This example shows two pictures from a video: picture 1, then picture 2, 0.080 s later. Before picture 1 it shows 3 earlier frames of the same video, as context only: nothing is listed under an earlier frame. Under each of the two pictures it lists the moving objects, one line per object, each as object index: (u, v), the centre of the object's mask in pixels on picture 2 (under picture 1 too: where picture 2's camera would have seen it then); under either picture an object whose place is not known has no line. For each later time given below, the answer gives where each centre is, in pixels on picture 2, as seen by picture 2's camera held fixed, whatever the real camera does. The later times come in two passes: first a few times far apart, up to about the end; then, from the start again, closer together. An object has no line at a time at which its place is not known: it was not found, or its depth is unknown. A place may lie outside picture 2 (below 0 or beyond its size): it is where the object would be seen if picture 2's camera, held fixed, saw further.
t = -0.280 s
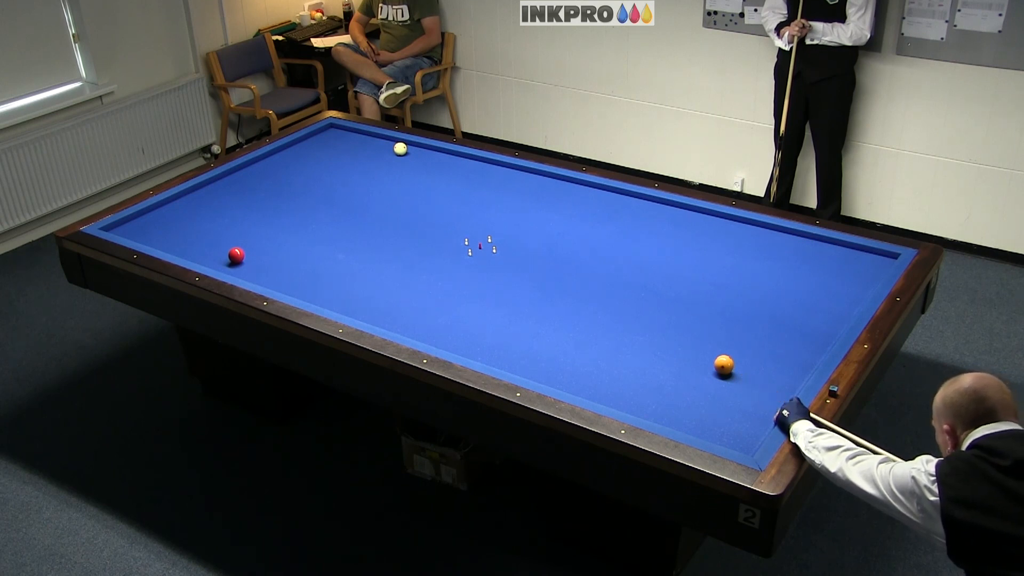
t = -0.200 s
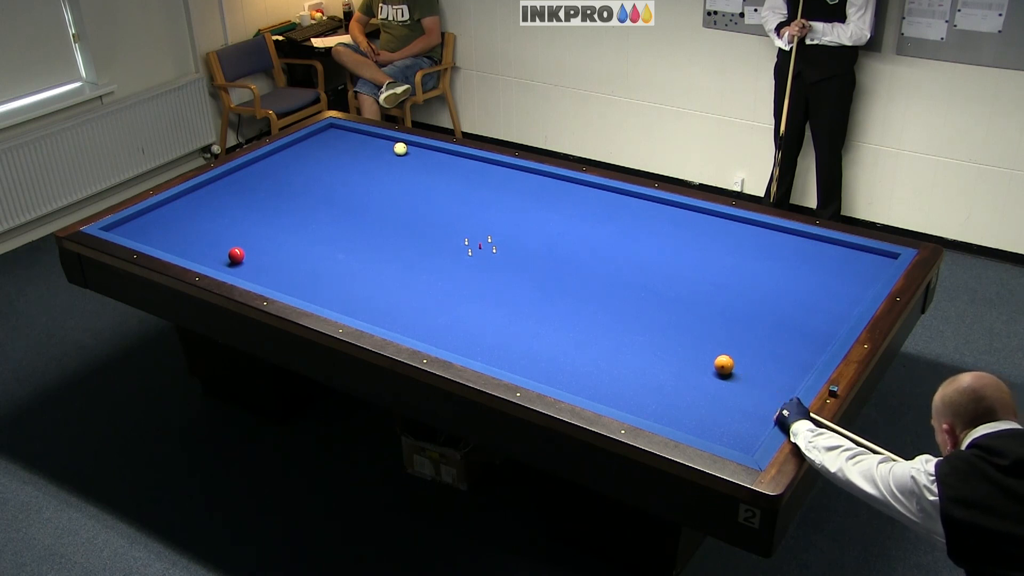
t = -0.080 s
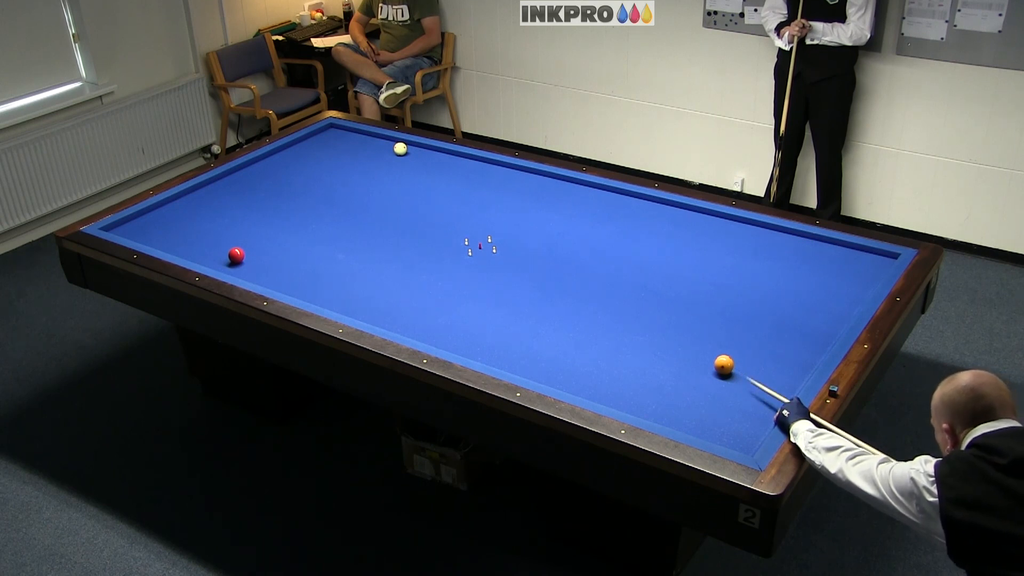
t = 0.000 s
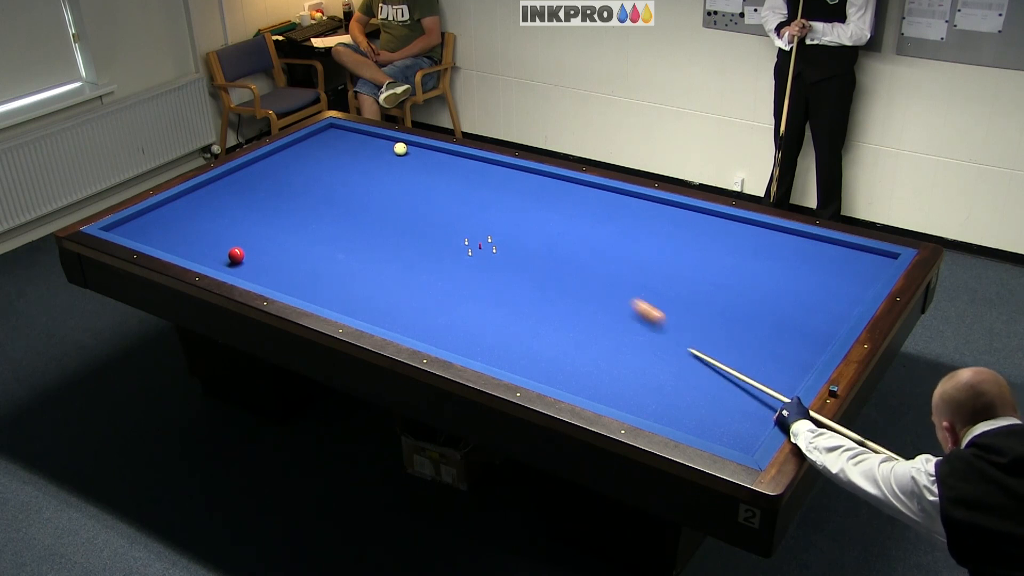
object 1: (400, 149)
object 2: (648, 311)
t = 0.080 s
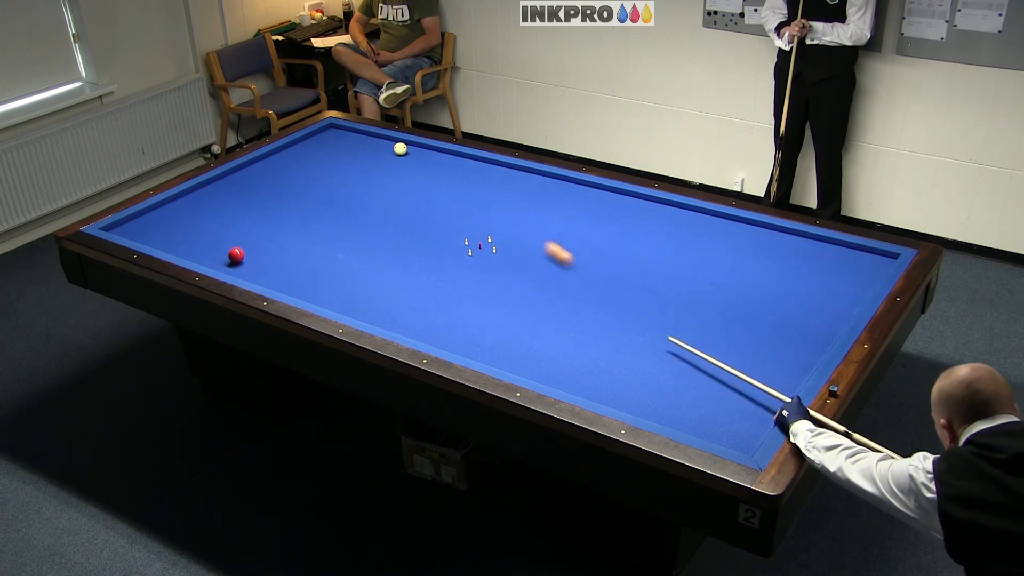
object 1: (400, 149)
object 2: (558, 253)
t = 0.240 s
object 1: (400, 149)
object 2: (426, 167)
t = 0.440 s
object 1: (300, 149)
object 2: (379, 154)
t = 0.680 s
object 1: (317, 218)
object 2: (350, 154)
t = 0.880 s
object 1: (333, 283)
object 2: (326, 154)
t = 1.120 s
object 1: (456, 307)
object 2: (298, 155)
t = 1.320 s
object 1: (586, 311)
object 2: (275, 155)
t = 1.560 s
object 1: (743, 317)
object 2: (270, 159)
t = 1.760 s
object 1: (830, 307)
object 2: (273, 164)
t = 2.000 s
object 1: (772, 253)
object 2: (275, 169)
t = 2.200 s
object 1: (739, 222)
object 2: (277, 174)
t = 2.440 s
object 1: (661, 225)
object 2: (279, 179)
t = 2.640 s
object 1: (600, 225)
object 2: (281, 183)
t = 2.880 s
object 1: (527, 225)
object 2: (284, 188)
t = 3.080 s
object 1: (467, 226)
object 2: (286, 193)
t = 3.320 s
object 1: (396, 226)
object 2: (288, 197)
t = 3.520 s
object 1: (338, 227)
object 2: (290, 201)
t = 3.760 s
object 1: (271, 227)
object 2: (293, 206)
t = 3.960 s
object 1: (216, 228)
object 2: (295, 210)
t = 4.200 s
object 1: (152, 228)
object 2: (297, 214)
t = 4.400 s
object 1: (112, 227)
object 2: (299, 218)
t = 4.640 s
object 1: (148, 226)
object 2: (301, 222)
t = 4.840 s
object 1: (174, 225)
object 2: (303, 225)
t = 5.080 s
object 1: (205, 223)
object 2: (305, 229)
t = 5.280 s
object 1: (230, 221)
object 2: (306, 232)
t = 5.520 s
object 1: (259, 219)
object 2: (308, 236)
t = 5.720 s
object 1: (282, 218)
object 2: (309, 238)
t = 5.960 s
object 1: (311, 216)
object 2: (311, 241)
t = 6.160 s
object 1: (333, 215)
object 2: (312, 243)
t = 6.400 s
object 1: (360, 213)
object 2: (313, 246)
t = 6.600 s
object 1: (382, 212)
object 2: (314, 248)
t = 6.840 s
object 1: (407, 211)
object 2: (315, 250)
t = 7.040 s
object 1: (428, 209)
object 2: (316, 252)
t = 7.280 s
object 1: (452, 208)
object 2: (316, 253)
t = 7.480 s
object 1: (471, 207)
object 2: (317, 255)
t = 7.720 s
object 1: (494, 205)
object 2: (317, 256)
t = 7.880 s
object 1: (506, 205)
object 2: (318, 256)
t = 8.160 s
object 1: (534, 203)
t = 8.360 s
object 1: (552, 202)
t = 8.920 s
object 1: (598, 200)
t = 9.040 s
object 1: (607, 199)
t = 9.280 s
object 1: (625, 198)
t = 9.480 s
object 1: (640, 198)
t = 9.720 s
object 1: (648, 201)
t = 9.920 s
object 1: (653, 204)
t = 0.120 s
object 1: (400, 149)
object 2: (520, 228)
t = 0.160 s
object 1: (400, 149)
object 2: (486, 206)
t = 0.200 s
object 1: (400, 149)
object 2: (455, 186)
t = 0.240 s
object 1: (400, 149)
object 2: (426, 167)
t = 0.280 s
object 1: (395, 143)
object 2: (402, 152)
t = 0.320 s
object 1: (373, 138)
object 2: (396, 153)
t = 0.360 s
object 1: (337, 138)
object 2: (390, 154)
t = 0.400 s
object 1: (302, 140)
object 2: (384, 154)
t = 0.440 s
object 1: (300, 149)
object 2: (379, 154)
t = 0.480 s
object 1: (303, 160)
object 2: (374, 154)
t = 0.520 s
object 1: (305, 171)
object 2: (369, 154)
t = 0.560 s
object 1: (308, 183)
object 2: (365, 154)
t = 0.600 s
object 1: (311, 194)
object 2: (359, 154)
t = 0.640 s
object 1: (314, 206)
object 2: (355, 154)
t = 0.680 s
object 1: (317, 218)
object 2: (350, 154)
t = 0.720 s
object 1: (320, 231)
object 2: (345, 154)
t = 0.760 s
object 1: (323, 243)
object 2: (340, 154)
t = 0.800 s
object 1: (326, 256)
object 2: (335, 154)
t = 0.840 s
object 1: (330, 269)
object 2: (331, 154)
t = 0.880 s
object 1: (333, 283)
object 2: (326, 154)
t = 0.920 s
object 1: (337, 297)
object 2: (321, 154)
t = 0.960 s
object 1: (344, 308)
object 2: (316, 154)
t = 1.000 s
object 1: (372, 309)
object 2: (311, 154)
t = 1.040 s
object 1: (400, 308)
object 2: (307, 154)
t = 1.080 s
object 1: (429, 307)
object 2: (302, 154)
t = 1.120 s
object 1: (456, 307)
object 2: (298, 155)
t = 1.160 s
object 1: (482, 307)
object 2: (293, 155)
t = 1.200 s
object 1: (509, 308)
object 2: (288, 155)
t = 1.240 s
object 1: (535, 309)
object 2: (284, 155)
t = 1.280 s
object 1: (560, 310)
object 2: (279, 155)
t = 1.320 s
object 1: (586, 311)
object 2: (275, 155)
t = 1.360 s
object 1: (612, 312)
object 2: (270, 155)
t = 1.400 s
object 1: (638, 313)
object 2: (269, 155)
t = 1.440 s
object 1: (662, 315)
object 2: (269, 156)
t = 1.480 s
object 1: (693, 312)
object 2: (270, 157)
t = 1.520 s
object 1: (716, 316)
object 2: (270, 158)
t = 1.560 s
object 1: (743, 317)
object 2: (270, 159)
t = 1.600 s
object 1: (769, 319)
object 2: (271, 160)
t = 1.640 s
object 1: (796, 320)
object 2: (271, 161)
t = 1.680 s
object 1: (822, 321)
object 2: (272, 162)
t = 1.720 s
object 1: (841, 320)
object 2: (272, 163)
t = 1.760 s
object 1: (830, 307)
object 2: (273, 164)
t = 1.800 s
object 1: (815, 298)
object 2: (273, 165)
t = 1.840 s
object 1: (805, 288)
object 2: (273, 166)
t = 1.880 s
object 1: (795, 278)
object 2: (274, 166)
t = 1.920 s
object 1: (787, 269)
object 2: (274, 168)
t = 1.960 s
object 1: (779, 261)
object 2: (275, 168)
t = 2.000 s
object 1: (772, 253)
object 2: (275, 169)
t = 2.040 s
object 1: (767, 245)
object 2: (275, 170)
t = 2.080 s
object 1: (761, 238)
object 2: (276, 171)
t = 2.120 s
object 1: (755, 231)
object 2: (276, 172)
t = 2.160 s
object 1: (750, 224)
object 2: (277, 173)
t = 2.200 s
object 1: (739, 222)
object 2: (277, 174)
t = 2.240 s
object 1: (725, 223)
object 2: (277, 175)
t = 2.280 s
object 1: (712, 224)
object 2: (278, 175)
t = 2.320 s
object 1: (699, 225)
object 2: (278, 176)
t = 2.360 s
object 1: (686, 225)
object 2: (279, 177)
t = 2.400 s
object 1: (674, 225)
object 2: (279, 178)
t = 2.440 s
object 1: (661, 225)
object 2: (279, 179)
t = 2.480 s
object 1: (649, 225)
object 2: (280, 180)
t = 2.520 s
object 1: (637, 225)
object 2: (280, 181)
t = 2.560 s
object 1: (624, 225)
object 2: (280, 182)
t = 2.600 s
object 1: (612, 225)
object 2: (281, 182)
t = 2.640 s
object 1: (600, 225)
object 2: (281, 183)
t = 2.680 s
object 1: (587, 225)
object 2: (282, 184)
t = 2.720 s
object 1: (575, 225)
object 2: (282, 185)
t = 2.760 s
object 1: (563, 225)
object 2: (283, 186)
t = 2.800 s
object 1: (551, 225)
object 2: (283, 187)
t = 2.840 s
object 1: (539, 225)
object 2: (283, 188)
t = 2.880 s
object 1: (527, 225)
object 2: (284, 188)
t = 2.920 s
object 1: (514, 226)
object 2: (284, 189)
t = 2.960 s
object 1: (502, 226)
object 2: (284, 190)
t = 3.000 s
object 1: (490, 226)
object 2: (285, 191)
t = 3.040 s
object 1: (478, 226)
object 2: (285, 192)
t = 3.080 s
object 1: (467, 226)
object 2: (286, 193)
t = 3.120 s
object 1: (455, 226)
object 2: (286, 193)
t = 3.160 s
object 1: (443, 226)
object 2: (287, 194)
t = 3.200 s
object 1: (431, 226)
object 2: (287, 195)
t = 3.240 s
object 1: (419, 226)
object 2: (287, 196)
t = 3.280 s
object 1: (408, 226)
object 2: (288, 196)
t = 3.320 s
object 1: (396, 226)
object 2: (288, 197)
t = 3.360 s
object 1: (384, 226)
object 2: (289, 198)
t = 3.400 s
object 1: (373, 226)
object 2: (289, 199)
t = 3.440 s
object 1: (361, 226)
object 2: (289, 200)
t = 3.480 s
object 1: (350, 227)
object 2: (290, 200)
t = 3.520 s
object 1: (338, 227)
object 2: (290, 201)
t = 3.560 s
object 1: (327, 227)
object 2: (291, 202)
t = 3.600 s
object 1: (316, 227)
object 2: (291, 203)
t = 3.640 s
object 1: (305, 227)
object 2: (291, 203)
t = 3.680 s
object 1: (293, 227)
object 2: (292, 204)
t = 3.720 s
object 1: (282, 227)
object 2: (292, 205)
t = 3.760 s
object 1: (271, 227)
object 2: (293, 206)
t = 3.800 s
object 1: (260, 227)
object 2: (293, 207)
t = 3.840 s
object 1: (249, 228)
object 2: (293, 208)
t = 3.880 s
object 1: (238, 228)
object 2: (294, 208)
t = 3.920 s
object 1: (227, 228)
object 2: (294, 209)
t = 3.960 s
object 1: (216, 228)
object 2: (295, 210)
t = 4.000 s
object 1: (205, 228)
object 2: (295, 211)
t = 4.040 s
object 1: (195, 228)
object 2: (295, 211)
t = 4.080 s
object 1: (184, 228)
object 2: (296, 212)
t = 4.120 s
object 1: (173, 228)
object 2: (296, 213)
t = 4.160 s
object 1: (163, 228)
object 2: (297, 213)
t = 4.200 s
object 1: (152, 228)
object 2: (297, 214)
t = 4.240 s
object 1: (142, 228)
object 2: (297, 215)
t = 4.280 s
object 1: (131, 228)
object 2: (298, 216)
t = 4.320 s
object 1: (121, 228)
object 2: (298, 216)
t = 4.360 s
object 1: (111, 227)
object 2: (299, 217)
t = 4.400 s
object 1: (112, 227)
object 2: (299, 218)
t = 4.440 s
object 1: (119, 228)
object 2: (299, 218)
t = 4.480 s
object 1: (127, 228)
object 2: (300, 219)
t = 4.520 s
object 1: (132, 227)
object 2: (300, 220)
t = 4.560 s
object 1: (138, 227)
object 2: (300, 221)
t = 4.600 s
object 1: (143, 227)
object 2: (301, 221)
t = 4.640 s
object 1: (148, 226)
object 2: (301, 222)
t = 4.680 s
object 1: (153, 226)
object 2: (301, 223)
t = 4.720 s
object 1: (159, 226)
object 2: (302, 223)
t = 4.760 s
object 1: (164, 225)
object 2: (302, 224)
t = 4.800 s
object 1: (169, 225)
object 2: (302, 225)
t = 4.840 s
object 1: (174, 225)
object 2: (303, 225)
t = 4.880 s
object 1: (179, 224)
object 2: (303, 226)
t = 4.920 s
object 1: (185, 224)
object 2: (303, 226)
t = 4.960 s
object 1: (189, 224)
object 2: (303, 227)
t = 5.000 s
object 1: (195, 223)
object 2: (304, 228)
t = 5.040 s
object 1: (200, 223)
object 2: (304, 228)
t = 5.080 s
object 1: (205, 223)
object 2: (305, 229)
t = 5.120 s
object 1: (210, 222)
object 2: (305, 230)
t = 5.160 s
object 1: (215, 222)
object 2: (305, 230)
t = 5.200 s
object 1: (220, 222)
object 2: (305, 231)
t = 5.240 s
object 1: (225, 221)
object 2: (306, 231)
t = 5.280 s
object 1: (230, 221)
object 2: (306, 232)
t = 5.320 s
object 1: (234, 221)
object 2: (306, 233)
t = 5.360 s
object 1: (239, 220)
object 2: (307, 233)
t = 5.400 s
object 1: (244, 220)
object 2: (307, 234)
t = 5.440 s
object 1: (249, 220)
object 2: (307, 234)
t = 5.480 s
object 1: (254, 220)
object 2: (308, 235)
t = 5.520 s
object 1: (259, 219)
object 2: (308, 236)
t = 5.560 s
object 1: (263, 219)
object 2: (308, 236)
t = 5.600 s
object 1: (268, 219)
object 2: (308, 237)
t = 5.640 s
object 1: (273, 218)
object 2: (309, 237)
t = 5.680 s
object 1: (278, 218)
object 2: (309, 238)
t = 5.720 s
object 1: (282, 218)
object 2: (309, 238)
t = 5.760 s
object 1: (287, 218)
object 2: (309, 239)
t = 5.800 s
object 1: (292, 217)
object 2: (310, 239)
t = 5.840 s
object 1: (297, 217)
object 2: (310, 240)
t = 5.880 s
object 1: (301, 217)
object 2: (310, 240)
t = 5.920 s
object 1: (306, 216)
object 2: (310, 241)
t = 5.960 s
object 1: (311, 216)
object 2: (311, 241)
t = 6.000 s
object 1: (315, 216)
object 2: (311, 241)
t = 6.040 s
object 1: (319, 216)
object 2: (311, 242)
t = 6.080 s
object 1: (324, 215)
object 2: (312, 242)
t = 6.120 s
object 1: (328, 215)
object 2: (312, 243)
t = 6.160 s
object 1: (333, 215)
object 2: (312, 243)
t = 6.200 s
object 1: (338, 215)
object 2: (312, 244)
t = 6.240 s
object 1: (342, 214)
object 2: (312, 244)
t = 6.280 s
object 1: (347, 214)
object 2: (312, 245)
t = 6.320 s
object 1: (351, 214)
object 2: (313, 245)
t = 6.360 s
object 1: (355, 214)
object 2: (313, 246)
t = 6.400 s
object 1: (360, 213)
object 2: (313, 246)
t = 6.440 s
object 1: (364, 213)
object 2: (313, 247)
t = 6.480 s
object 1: (368, 213)
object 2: (313, 247)
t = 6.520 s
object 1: (373, 213)
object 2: (314, 248)
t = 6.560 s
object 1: (377, 212)
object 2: (314, 248)
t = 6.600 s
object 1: (382, 212)
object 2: (314, 248)
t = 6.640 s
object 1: (386, 212)
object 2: (314, 249)
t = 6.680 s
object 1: (390, 211)
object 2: (314, 249)
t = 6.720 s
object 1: (394, 211)
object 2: (314, 249)
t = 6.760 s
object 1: (399, 211)
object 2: (315, 250)
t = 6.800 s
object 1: (403, 211)
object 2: (315, 250)
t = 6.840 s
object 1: (407, 211)
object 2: (315, 250)
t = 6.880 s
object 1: (411, 210)
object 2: (315, 251)
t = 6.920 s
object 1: (415, 210)
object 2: (315, 251)
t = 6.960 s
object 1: (419, 210)
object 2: (315, 251)
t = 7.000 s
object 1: (423, 209)
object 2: (316, 252)
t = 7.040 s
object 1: (428, 209)
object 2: (316, 252)
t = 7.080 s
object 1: (432, 209)
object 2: (316, 252)
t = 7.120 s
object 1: (436, 209)
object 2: (316, 252)
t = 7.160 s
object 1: (440, 208)
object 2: (316, 252)
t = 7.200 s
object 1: (444, 208)
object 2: (316, 253)
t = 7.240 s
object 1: (448, 208)
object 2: (316, 253)
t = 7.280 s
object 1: (452, 208)
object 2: (316, 253)
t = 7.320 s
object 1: (455, 207)
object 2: (316, 253)
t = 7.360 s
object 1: (460, 207)
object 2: (316, 254)
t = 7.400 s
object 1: (463, 207)
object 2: (316, 254)
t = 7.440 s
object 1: (468, 206)
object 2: (317, 254)
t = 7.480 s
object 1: (471, 207)
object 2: (317, 255)
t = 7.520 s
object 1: (475, 206)
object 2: (317, 255)
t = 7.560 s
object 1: (479, 206)
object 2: (317, 255)
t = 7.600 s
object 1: (483, 206)
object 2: (317, 255)
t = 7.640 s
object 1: (487, 206)
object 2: (317, 255)
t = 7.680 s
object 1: (490, 205)
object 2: (317, 255)
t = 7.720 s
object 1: (494, 205)
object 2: (317, 256)
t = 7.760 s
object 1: (498, 205)
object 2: (318, 256)
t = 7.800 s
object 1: (502, 205)
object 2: (318, 256)
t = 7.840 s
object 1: (505, 205)
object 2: (318, 256)
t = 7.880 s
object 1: (506, 205)
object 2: (318, 256)
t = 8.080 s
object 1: (528, 203)
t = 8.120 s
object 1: (531, 203)
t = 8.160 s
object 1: (534, 203)
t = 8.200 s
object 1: (538, 203)
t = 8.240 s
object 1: (541, 203)
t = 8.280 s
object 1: (545, 202)
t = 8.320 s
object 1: (548, 202)
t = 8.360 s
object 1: (552, 202)
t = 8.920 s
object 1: (598, 200)
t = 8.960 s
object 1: (601, 200)
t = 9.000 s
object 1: (604, 200)
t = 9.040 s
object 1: (607, 199)
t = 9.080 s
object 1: (610, 199)
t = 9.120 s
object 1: (613, 199)
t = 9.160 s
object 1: (616, 199)
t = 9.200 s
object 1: (619, 199)
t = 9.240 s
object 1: (623, 199)
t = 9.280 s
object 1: (625, 198)
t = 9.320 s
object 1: (628, 198)
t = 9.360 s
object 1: (631, 198)
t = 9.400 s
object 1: (634, 198)
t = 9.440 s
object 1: (637, 198)
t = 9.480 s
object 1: (640, 198)
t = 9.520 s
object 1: (642, 198)
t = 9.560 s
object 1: (644, 198)
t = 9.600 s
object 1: (645, 199)
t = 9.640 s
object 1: (646, 200)
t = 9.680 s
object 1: (647, 201)
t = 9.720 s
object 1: (648, 201)
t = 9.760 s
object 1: (649, 202)
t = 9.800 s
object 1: (650, 203)
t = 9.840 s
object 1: (651, 203)
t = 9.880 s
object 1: (652, 204)
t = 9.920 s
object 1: (653, 204)
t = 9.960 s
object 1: (655, 205)
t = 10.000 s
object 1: (656, 206)
